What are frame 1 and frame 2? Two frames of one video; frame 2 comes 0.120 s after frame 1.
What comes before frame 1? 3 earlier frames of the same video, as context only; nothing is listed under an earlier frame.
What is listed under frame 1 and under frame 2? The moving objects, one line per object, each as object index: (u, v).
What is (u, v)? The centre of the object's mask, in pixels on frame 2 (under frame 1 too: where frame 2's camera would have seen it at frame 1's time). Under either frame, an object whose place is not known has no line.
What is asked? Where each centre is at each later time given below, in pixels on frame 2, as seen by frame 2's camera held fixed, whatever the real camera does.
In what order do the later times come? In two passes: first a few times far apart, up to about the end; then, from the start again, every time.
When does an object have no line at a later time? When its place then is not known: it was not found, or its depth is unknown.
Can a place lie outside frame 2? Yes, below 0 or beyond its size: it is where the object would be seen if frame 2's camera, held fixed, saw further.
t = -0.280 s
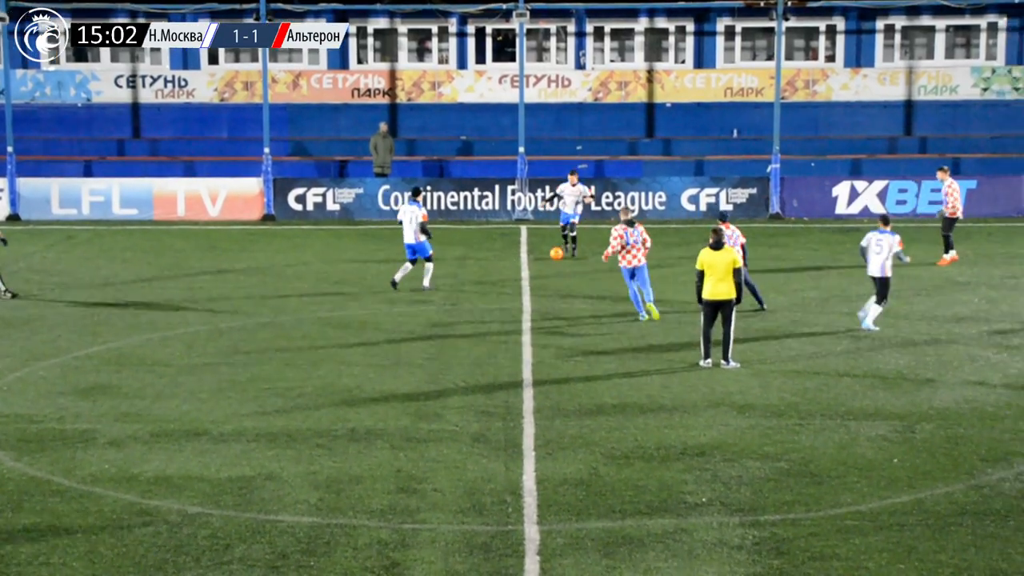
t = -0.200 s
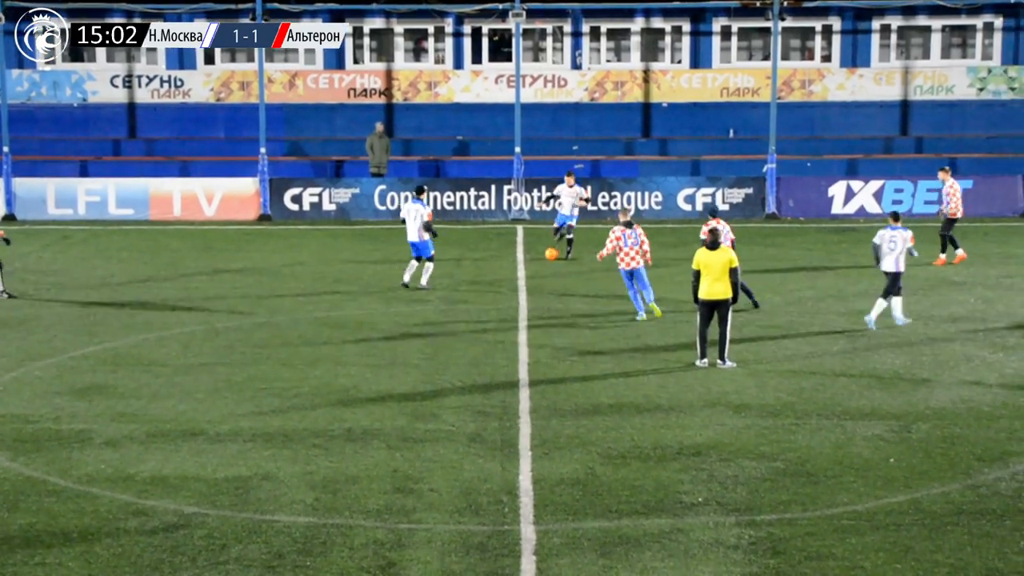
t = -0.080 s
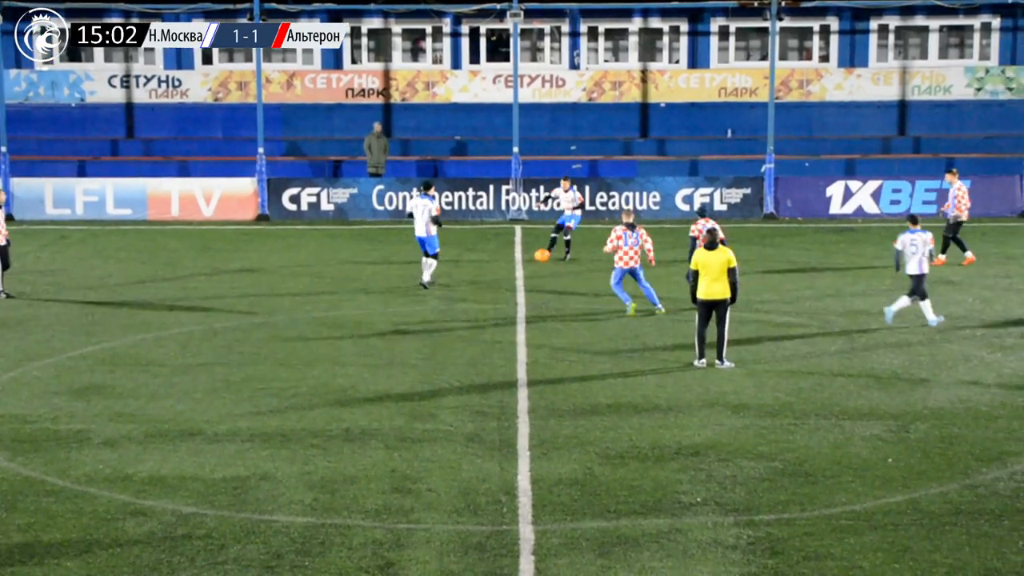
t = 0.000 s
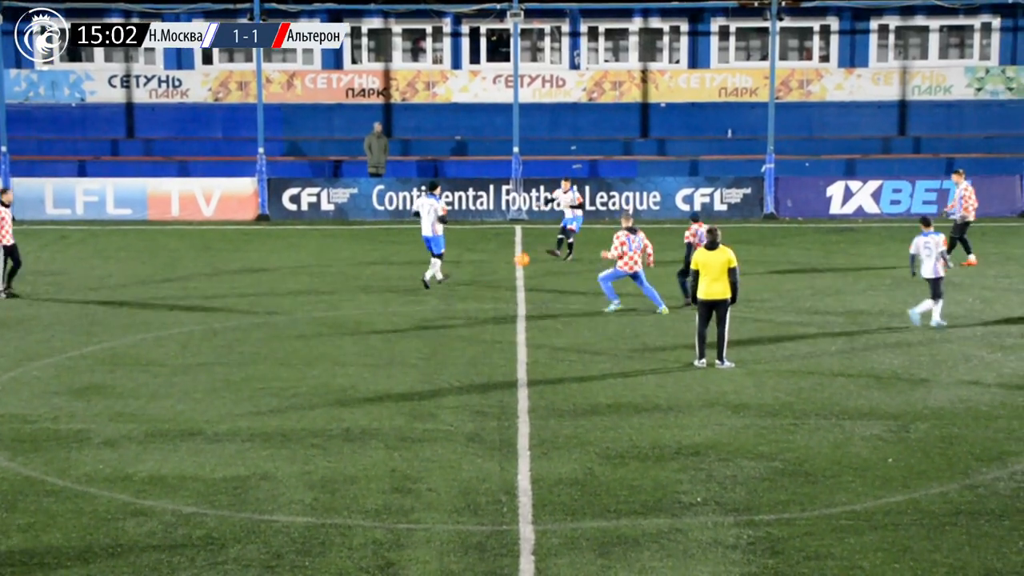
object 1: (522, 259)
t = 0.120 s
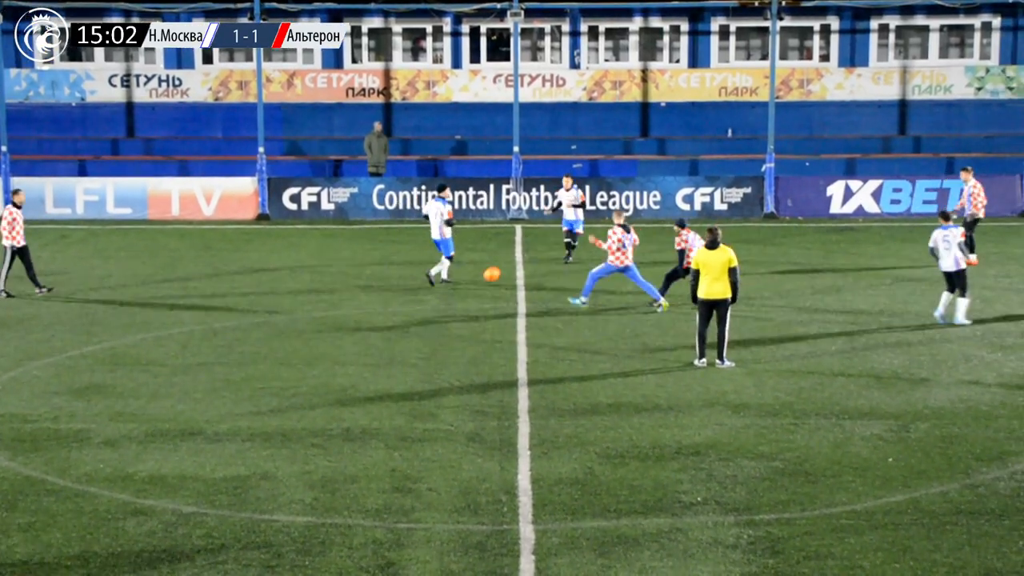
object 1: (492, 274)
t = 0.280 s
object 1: (452, 300)
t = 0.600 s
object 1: (375, 363)
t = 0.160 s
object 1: (482, 281)
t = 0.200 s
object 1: (472, 291)
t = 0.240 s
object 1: (462, 298)
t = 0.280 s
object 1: (452, 300)
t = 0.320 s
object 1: (443, 303)
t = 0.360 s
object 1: (434, 307)
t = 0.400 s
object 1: (424, 313)
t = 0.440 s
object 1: (414, 321)
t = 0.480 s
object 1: (405, 330)
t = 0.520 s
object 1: (395, 341)
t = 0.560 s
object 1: (385, 354)
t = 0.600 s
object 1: (375, 363)
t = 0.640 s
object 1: (366, 365)
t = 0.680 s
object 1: (357, 371)
